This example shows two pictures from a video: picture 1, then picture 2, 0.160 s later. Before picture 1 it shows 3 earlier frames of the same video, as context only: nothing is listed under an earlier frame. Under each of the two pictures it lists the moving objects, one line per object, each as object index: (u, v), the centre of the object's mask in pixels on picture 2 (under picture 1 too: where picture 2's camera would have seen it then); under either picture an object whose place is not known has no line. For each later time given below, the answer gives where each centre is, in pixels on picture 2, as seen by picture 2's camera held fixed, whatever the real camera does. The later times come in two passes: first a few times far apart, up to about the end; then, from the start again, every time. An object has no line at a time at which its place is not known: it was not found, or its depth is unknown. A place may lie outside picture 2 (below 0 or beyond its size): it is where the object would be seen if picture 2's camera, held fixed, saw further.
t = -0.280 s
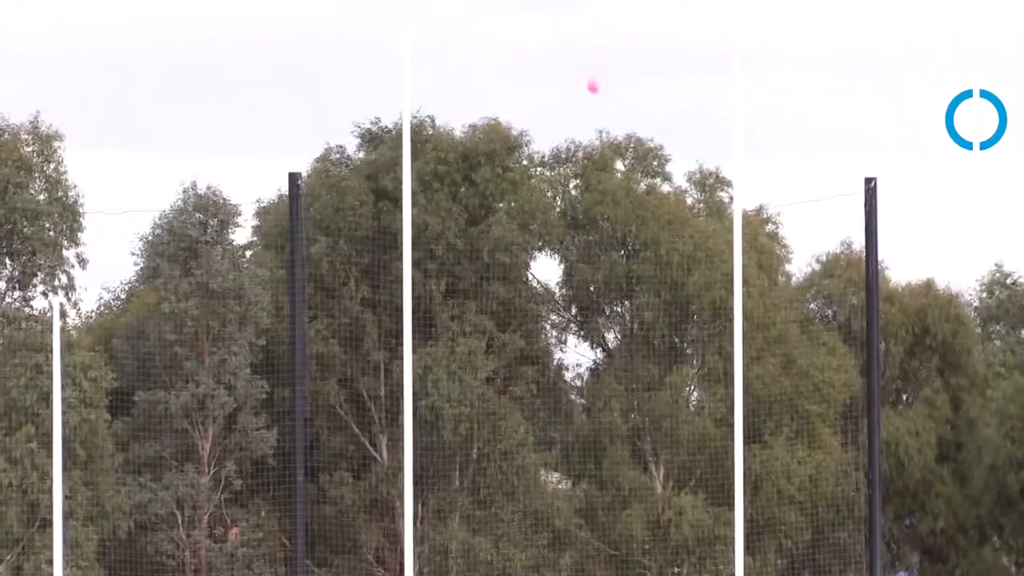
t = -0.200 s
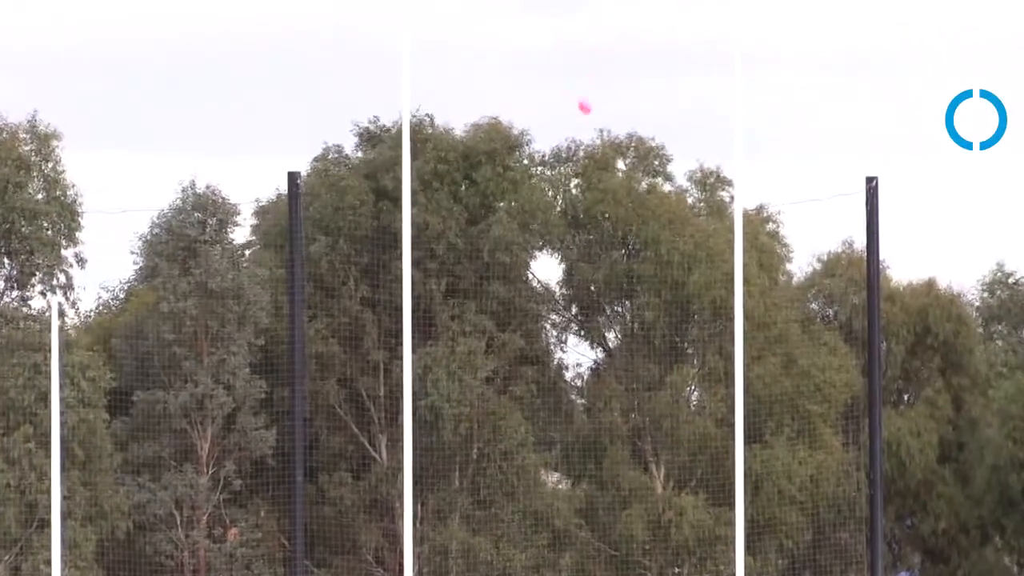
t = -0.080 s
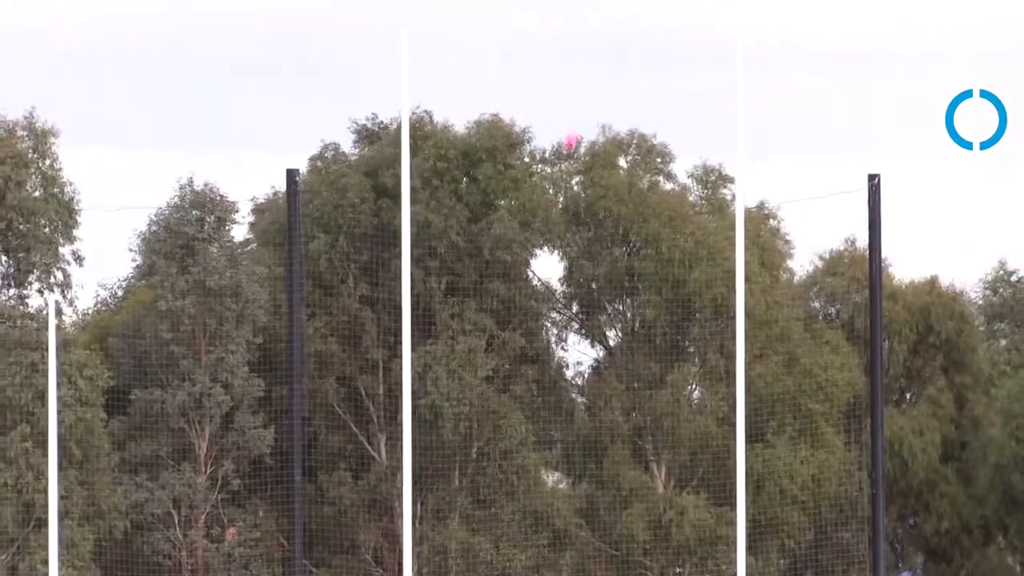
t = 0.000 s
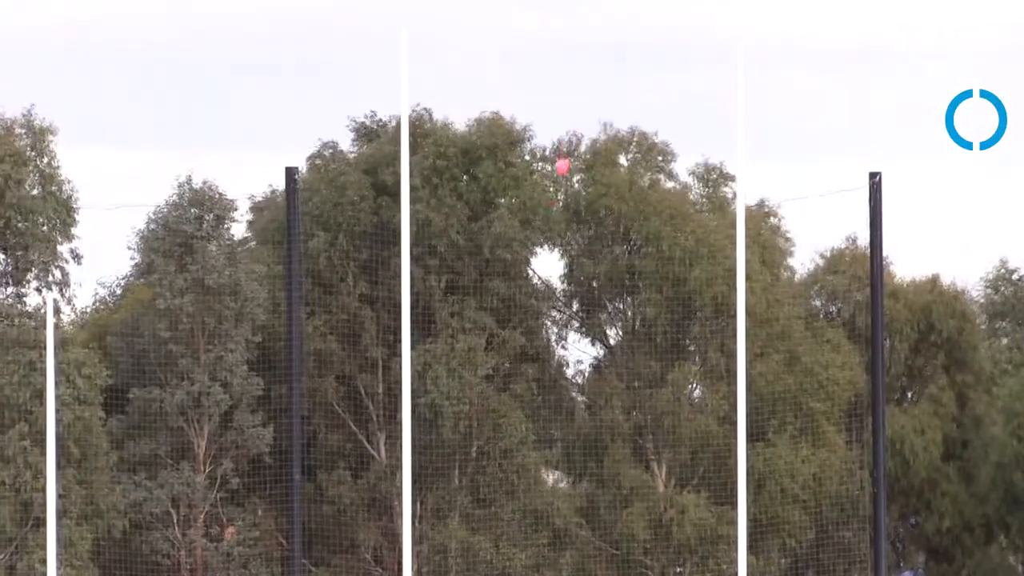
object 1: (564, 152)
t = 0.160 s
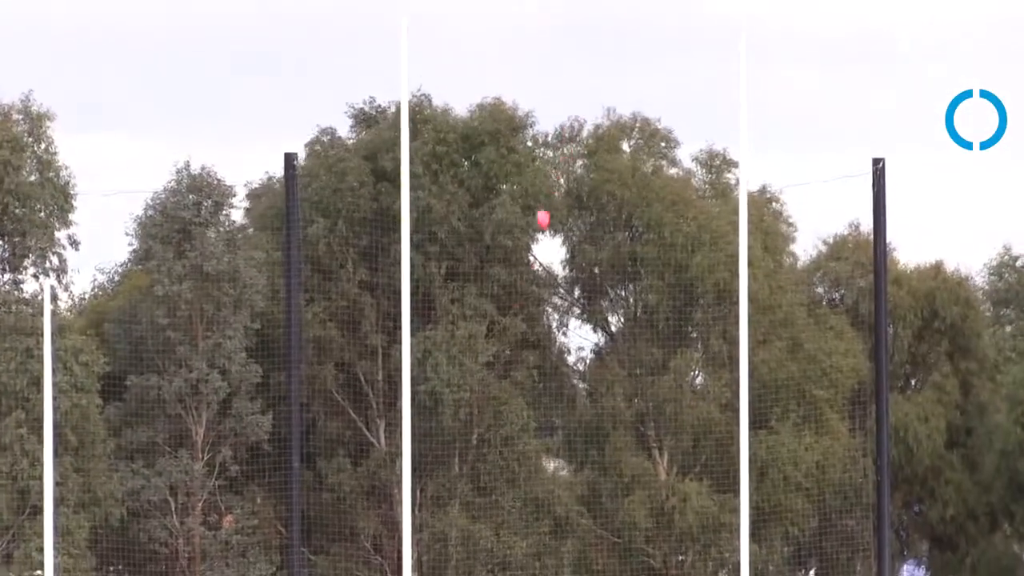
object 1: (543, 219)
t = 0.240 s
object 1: (530, 256)
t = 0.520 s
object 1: (492, 404)
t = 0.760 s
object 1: (465, 531)
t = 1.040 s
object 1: (489, 633)
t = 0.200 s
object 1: (537, 235)
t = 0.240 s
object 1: (530, 256)
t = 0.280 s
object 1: (527, 273)
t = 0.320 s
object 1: (521, 295)
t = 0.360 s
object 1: (516, 314)
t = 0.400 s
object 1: (510, 337)
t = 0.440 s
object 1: (504, 358)
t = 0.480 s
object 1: (498, 381)
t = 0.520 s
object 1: (492, 404)
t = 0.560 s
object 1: (486, 428)
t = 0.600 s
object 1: (480, 452)
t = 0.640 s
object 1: (474, 476)
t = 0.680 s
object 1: (469, 499)
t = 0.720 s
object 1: (466, 516)
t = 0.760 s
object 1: (465, 531)
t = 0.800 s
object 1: (465, 544)
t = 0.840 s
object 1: (467, 558)
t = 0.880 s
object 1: (470, 573)
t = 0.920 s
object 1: (475, 587)
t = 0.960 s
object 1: (480, 602)
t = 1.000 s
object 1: (484, 618)
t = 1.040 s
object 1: (489, 633)
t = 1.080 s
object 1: (495, 651)
